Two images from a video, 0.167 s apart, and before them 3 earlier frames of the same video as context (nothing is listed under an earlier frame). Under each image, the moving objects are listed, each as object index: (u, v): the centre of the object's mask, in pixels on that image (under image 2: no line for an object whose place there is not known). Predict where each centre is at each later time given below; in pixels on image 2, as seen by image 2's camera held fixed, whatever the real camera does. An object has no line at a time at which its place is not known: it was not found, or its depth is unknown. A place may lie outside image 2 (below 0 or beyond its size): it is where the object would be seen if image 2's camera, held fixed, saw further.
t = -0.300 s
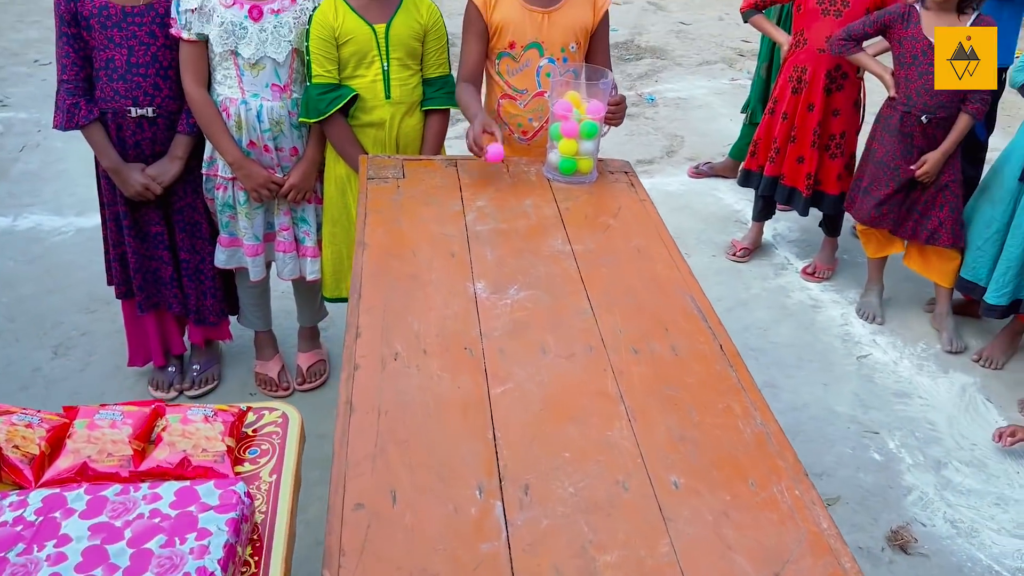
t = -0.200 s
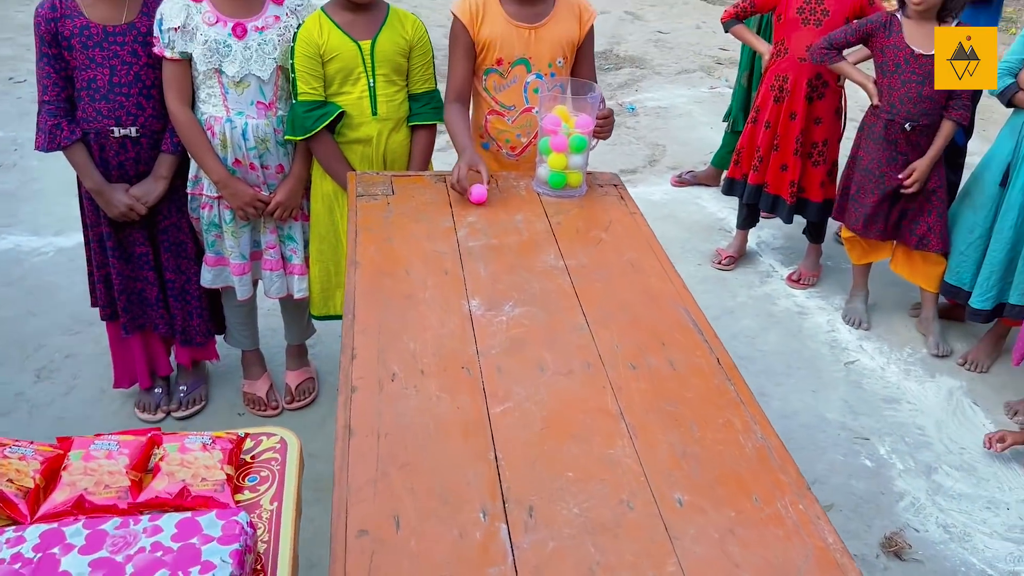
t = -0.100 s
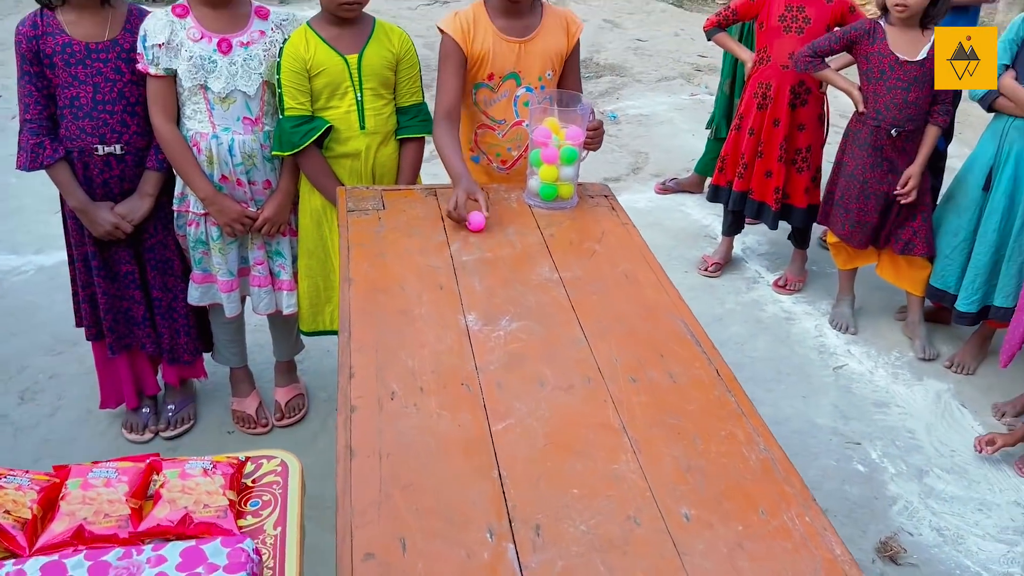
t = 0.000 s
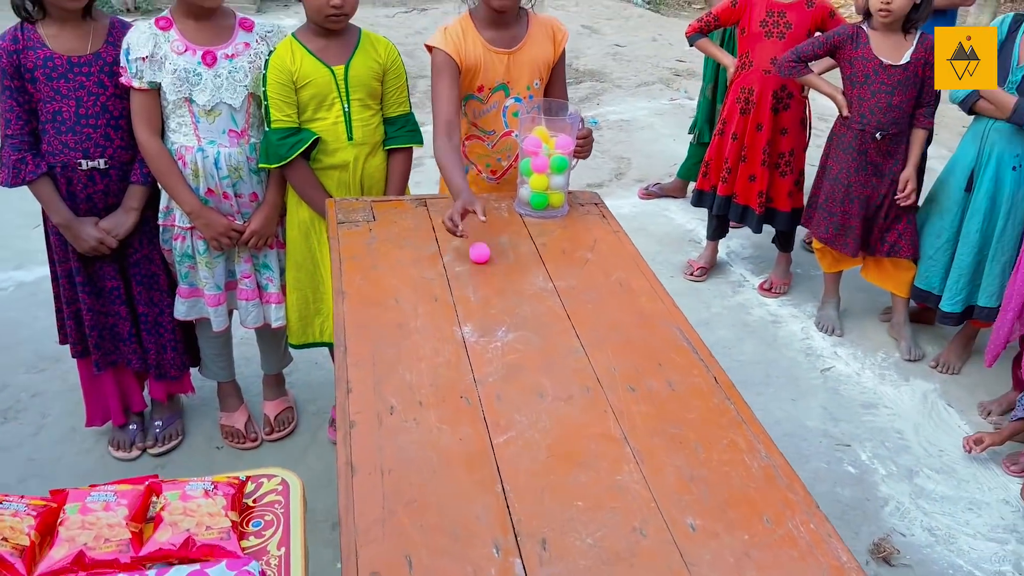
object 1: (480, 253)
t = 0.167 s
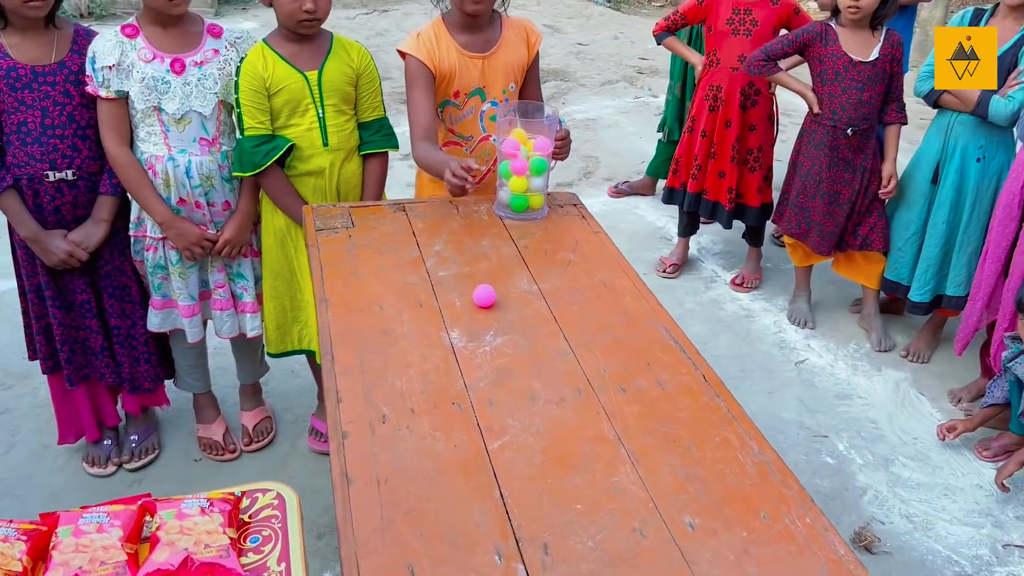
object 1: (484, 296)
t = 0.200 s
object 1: (489, 305)
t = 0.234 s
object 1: (493, 313)
